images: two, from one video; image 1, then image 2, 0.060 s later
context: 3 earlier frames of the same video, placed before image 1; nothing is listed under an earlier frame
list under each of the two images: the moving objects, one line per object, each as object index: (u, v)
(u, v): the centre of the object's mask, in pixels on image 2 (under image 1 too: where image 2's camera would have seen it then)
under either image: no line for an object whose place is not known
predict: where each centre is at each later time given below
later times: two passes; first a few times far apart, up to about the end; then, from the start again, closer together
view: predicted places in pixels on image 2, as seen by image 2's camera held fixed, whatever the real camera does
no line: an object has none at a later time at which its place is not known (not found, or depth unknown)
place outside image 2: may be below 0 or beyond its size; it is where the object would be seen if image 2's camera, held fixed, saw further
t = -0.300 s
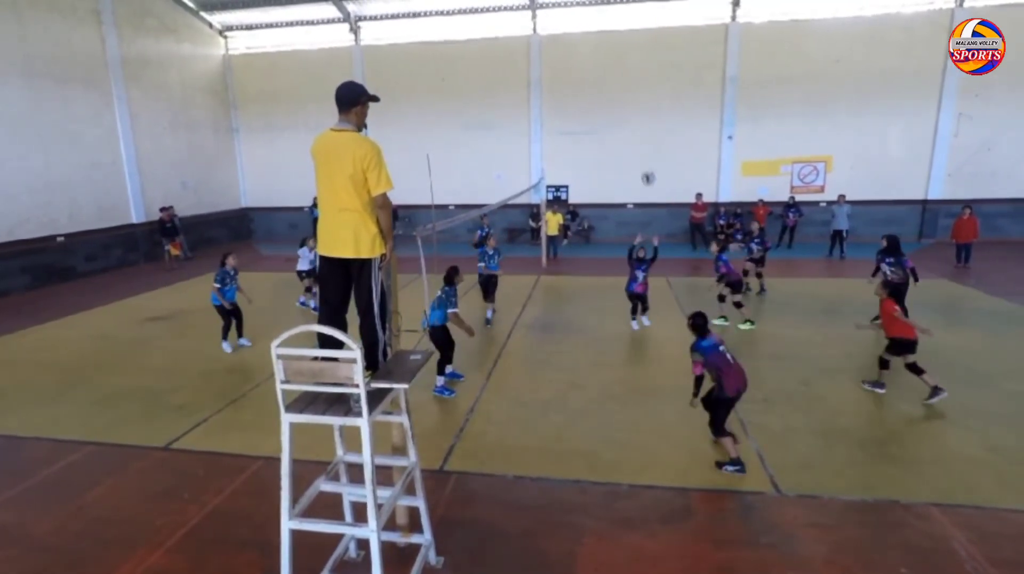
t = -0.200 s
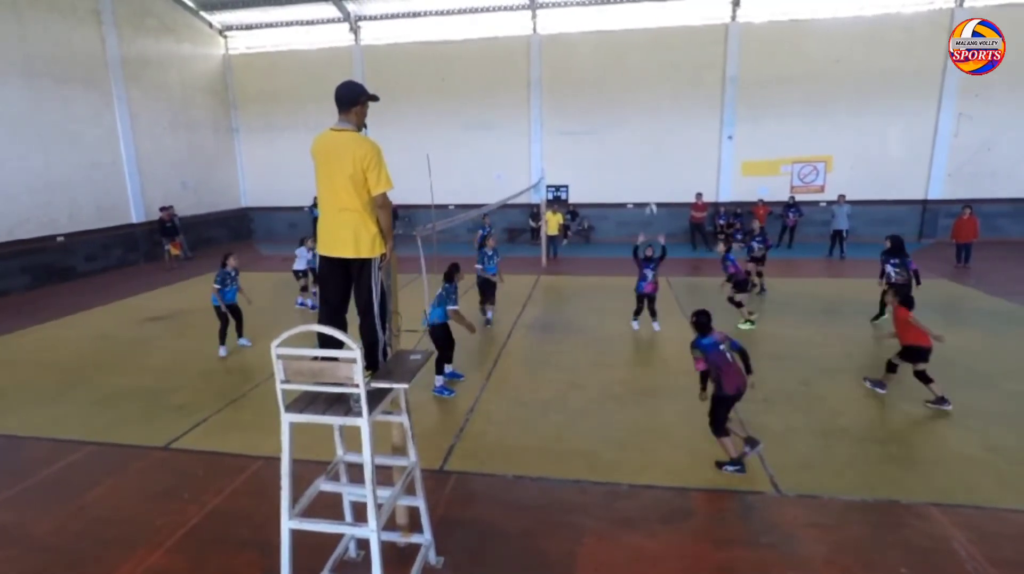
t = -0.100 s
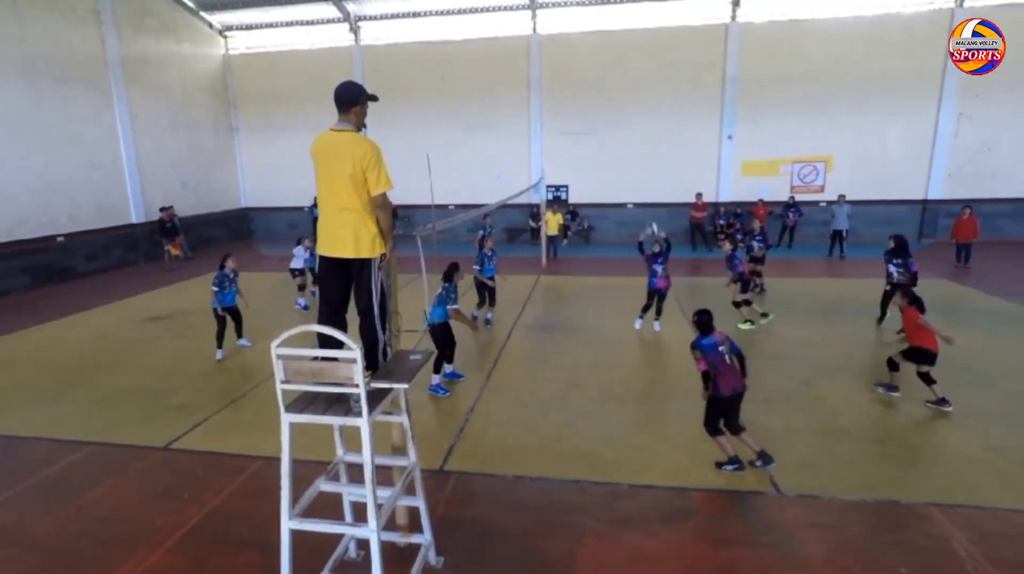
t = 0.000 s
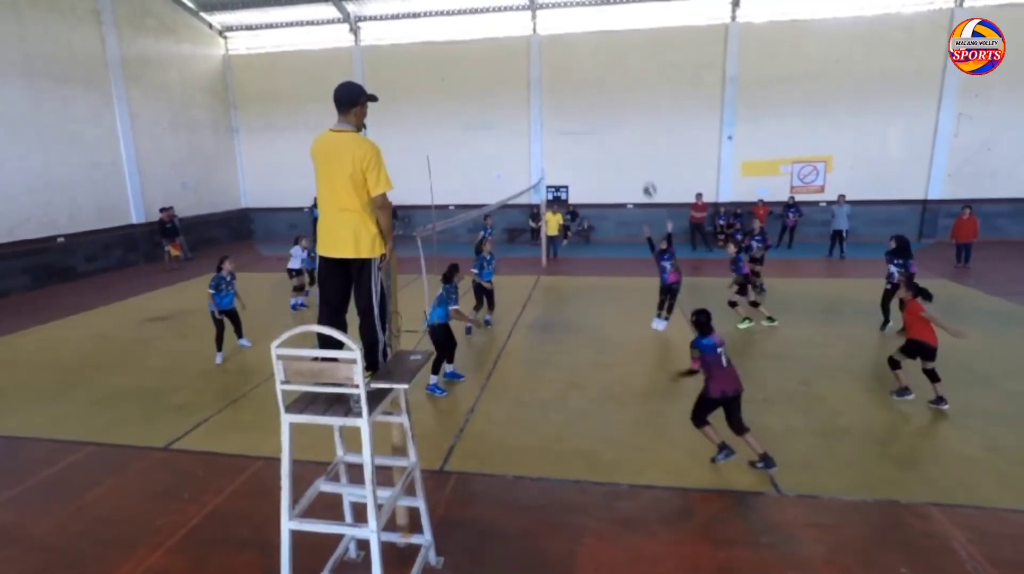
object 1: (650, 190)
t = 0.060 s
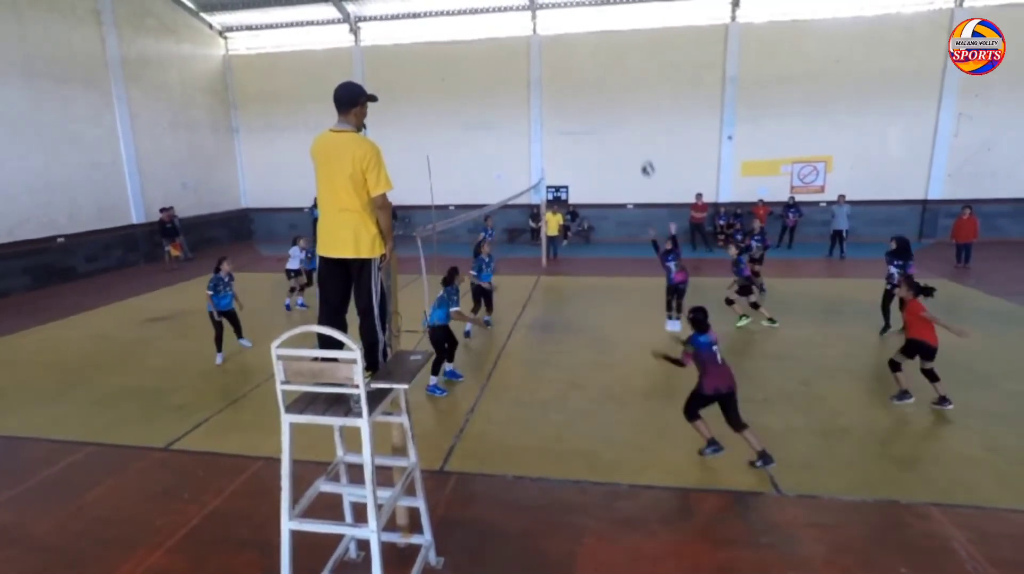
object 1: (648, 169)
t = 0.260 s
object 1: (641, 108)
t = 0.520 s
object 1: (629, 63)
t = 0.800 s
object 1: (612, 74)
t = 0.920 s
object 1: (604, 101)
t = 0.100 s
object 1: (646, 155)
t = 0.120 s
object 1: (646, 149)
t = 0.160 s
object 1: (645, 137)
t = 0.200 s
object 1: (643, 125)
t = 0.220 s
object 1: (642, 119)
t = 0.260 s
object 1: (641, 108)
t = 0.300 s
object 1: (639, 98)
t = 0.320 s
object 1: (638, 93)
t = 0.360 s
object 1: (637, 85)
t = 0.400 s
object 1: (635, 78)
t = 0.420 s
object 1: (634, 75)
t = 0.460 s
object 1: (632, 70)
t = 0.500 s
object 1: (630, 65)
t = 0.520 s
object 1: (629, 63)
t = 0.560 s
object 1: (627, 61)
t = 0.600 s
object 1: (625, 60)
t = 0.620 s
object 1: (624, 60)
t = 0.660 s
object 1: (621, 61)
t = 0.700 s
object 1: (619, 63)
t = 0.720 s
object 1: (617, 65)
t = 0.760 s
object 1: (615, 69)
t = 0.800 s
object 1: (612, 74)
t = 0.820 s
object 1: (611, 78)
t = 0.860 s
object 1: (608, 86)
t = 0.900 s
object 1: (606, 96)
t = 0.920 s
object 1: (604, 101)
